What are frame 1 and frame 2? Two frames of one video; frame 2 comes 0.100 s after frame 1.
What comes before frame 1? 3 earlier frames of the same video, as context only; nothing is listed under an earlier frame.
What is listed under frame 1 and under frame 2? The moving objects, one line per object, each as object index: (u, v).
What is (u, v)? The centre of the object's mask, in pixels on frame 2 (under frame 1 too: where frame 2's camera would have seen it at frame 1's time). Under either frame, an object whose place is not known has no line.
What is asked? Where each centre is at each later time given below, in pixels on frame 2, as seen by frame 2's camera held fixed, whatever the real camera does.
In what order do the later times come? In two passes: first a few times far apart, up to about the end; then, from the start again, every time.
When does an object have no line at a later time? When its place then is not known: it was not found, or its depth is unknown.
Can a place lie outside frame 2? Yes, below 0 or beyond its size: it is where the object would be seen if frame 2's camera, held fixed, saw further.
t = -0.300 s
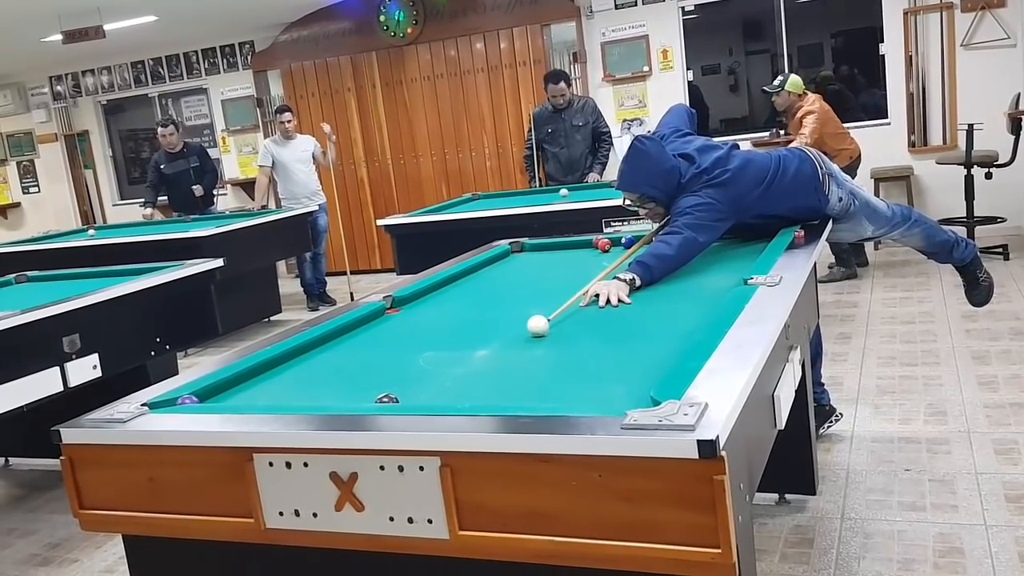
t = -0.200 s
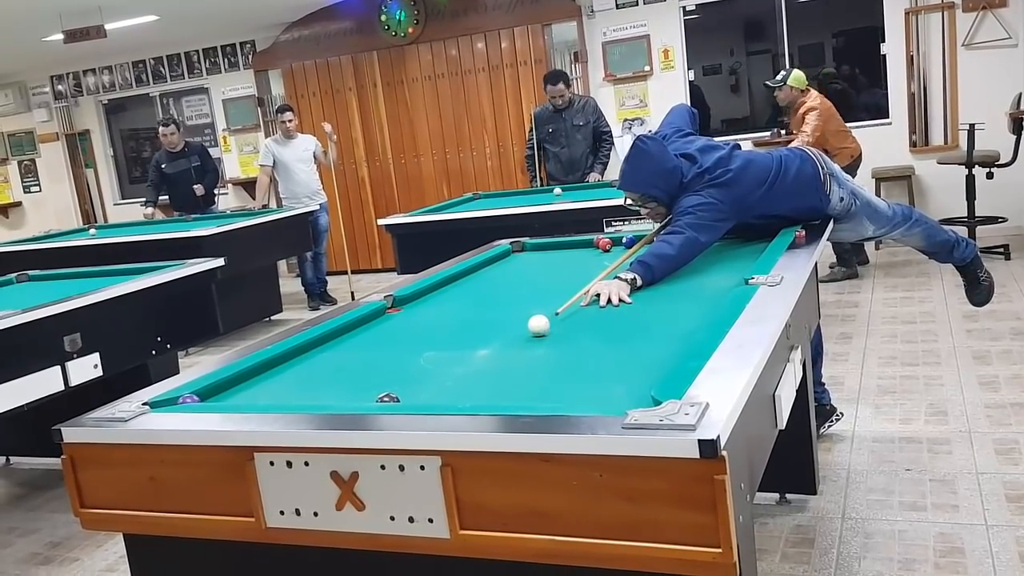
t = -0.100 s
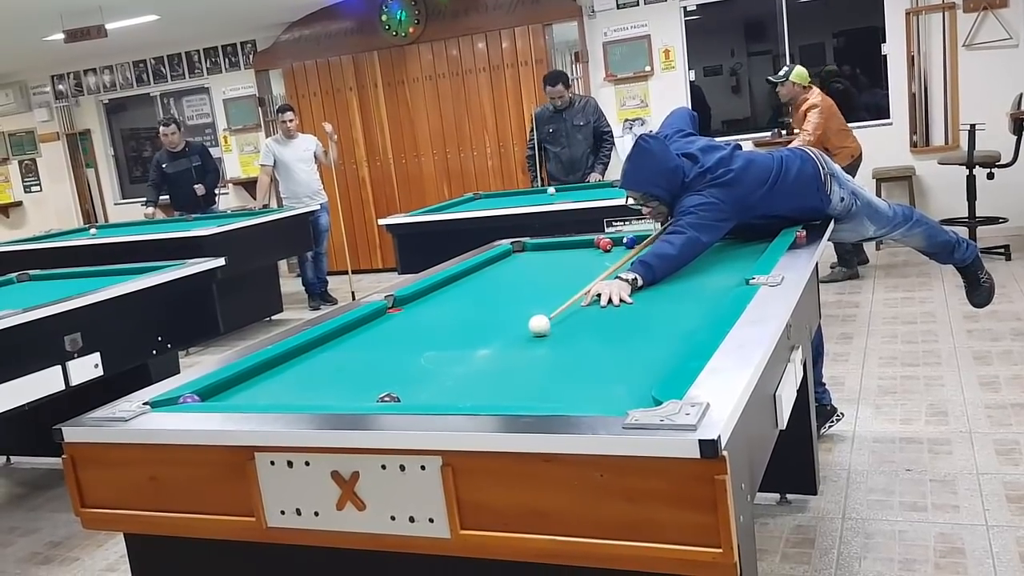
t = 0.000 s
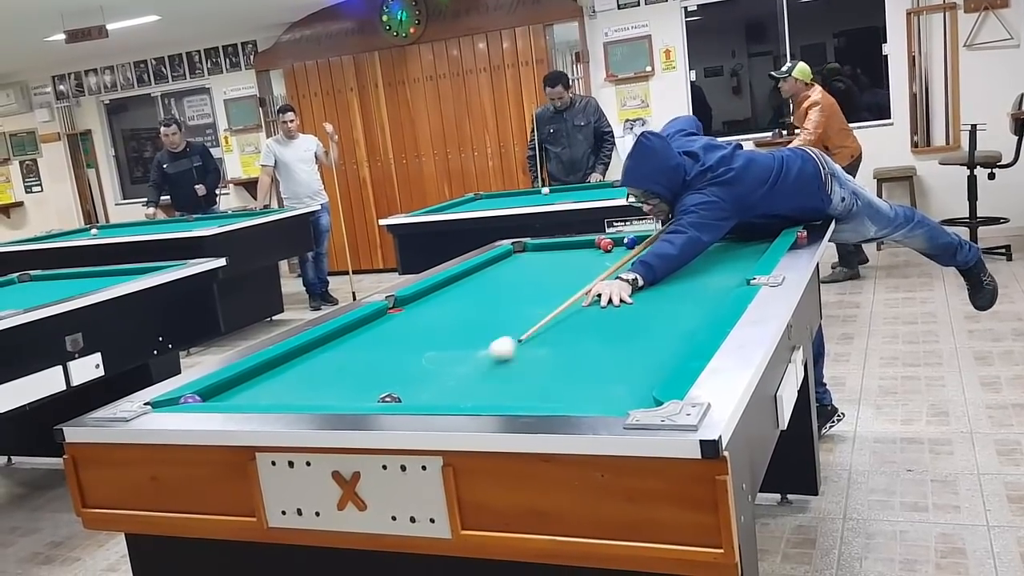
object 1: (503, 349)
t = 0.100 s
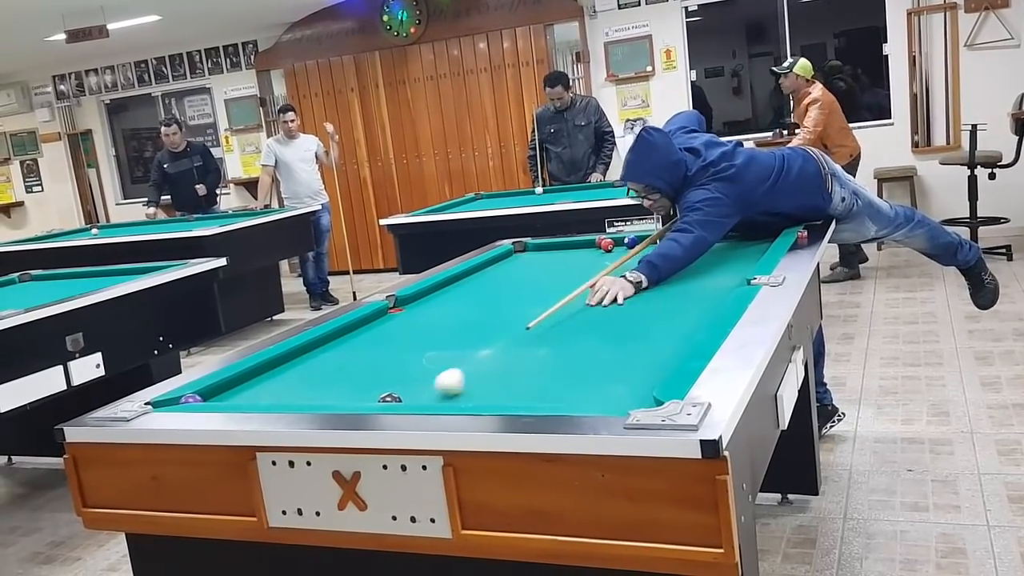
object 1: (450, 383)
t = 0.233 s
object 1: (428, 387)
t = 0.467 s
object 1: (455, 347)
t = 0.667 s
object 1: (473, 321)
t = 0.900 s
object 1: (489, 297)
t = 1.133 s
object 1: (502, 278)
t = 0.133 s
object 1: (431, 392)
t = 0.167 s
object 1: (416, 396)
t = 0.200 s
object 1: (422, 391)
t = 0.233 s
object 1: (428, 387)
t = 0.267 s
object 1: (432, 380)
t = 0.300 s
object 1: (436, 374)
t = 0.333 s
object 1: (440, 368)
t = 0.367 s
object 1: (444, 362)
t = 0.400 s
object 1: (448, 357)
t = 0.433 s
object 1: (452, 352)
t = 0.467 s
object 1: (455, 347)
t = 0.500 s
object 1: (459, 342)
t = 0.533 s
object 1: (462, 337)
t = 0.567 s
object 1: (464, 333)
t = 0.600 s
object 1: (467, 329)
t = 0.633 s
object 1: (470, 324)
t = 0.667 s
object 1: (473, 321)
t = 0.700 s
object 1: (475, 317)
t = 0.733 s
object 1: (478, 313)
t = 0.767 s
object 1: (480, 310)
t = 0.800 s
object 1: (482, 306)
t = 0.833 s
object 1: (485, 303)
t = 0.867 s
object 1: (487, 300)
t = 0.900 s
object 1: (489, 297)
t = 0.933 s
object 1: (491, 294)
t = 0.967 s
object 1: (493, 291)
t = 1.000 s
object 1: (494, 288)
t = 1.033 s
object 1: (496, 286)
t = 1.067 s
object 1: (498, 283)
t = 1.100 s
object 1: (500, 281)
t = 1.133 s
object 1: (502, 278)
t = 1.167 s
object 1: (503, 276)
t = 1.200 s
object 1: (505, 274)
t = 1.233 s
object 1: (506, 272)
